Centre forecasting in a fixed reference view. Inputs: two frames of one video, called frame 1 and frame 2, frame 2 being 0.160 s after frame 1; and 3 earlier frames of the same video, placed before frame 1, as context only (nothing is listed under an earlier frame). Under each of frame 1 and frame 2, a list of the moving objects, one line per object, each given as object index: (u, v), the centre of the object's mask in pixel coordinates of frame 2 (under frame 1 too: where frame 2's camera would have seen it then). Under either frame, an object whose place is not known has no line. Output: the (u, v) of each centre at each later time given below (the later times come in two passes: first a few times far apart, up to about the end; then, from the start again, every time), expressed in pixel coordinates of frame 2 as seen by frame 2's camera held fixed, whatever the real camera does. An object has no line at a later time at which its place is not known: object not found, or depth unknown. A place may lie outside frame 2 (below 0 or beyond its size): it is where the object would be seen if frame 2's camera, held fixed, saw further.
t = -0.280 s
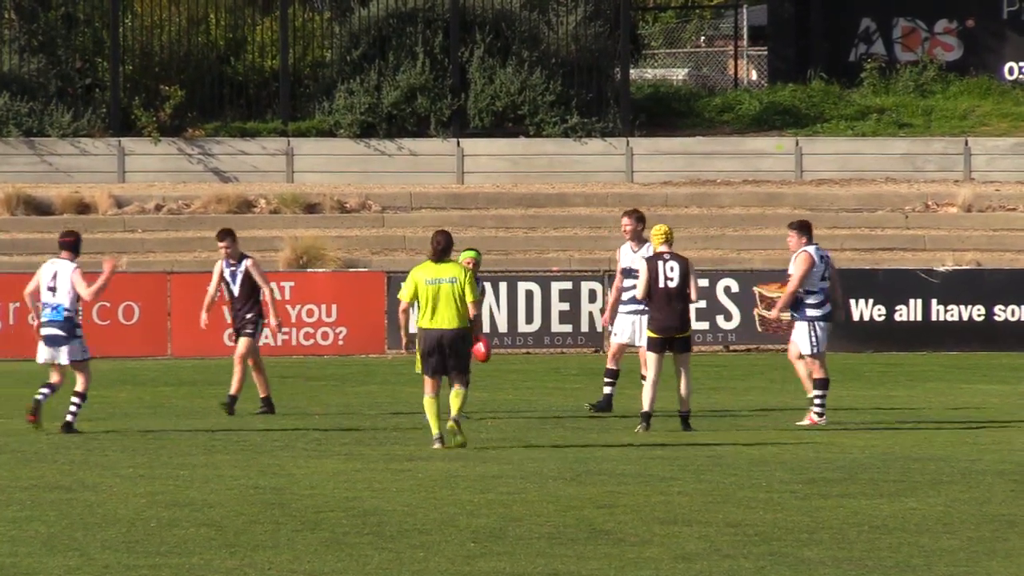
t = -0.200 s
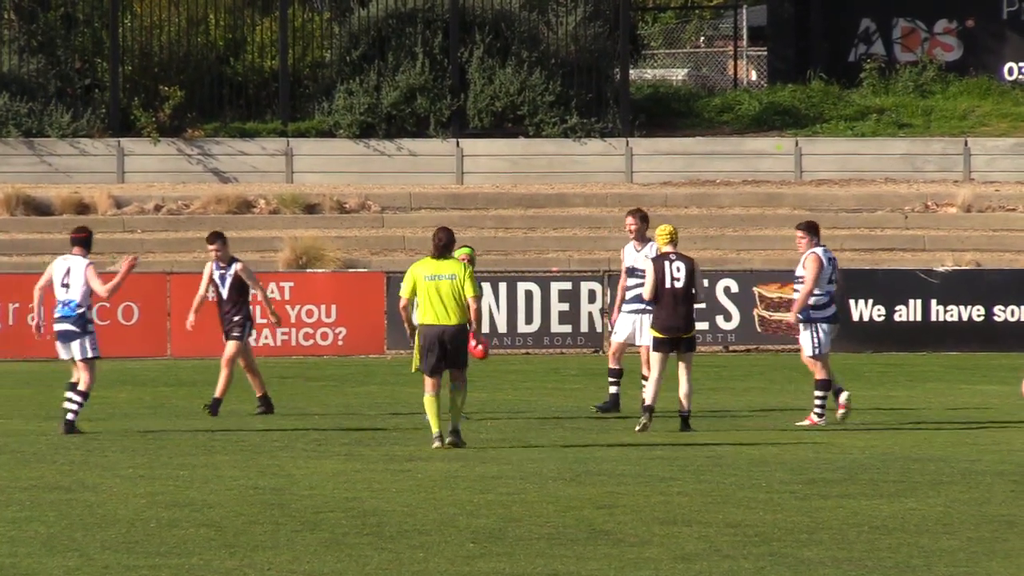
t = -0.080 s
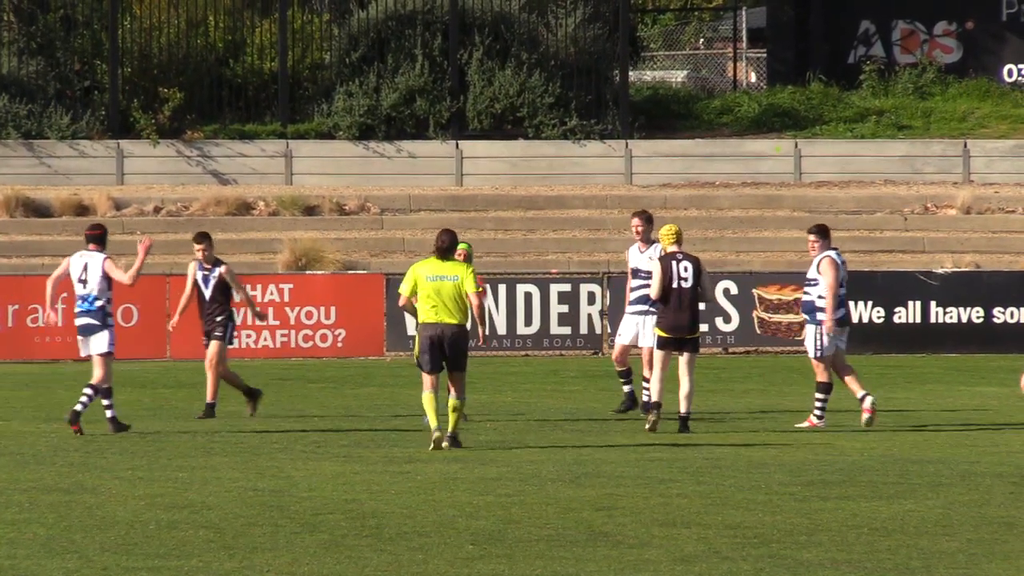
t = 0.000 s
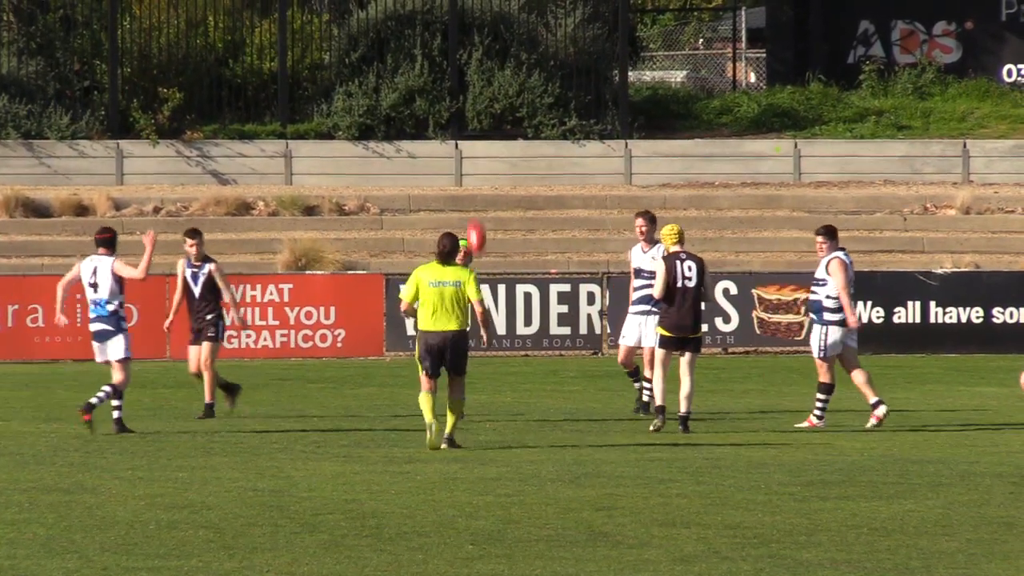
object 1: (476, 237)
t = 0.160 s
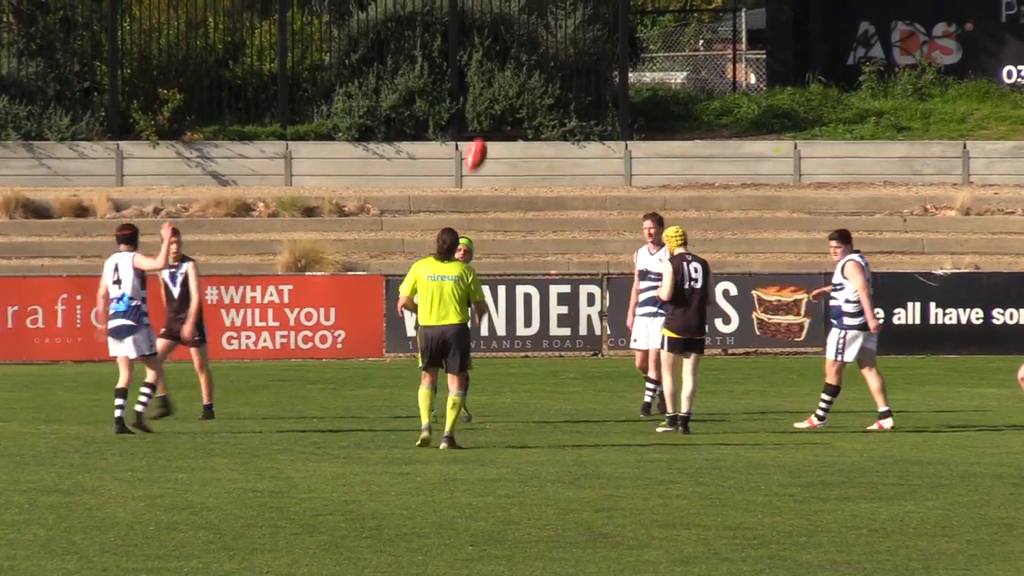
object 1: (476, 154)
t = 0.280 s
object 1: (476, 110)
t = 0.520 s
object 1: (480, 71)
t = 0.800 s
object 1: (488, 112)
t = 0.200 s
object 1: (476, 138)
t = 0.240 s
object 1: (475, 123)
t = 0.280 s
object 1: (476, 110)
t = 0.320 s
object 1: (476, 99)
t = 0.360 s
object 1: (477, 90)
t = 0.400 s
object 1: (478, 82)
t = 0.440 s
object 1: (478, 77)
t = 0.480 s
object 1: (480, 72)
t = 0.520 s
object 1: (480, 71)
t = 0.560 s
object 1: (481, 70)
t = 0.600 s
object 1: (482, 73)
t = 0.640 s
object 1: (483, 76)
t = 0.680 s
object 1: (484, 82)
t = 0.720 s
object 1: (485, 90)
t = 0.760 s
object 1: (486, 100)
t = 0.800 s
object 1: (488, 112)
